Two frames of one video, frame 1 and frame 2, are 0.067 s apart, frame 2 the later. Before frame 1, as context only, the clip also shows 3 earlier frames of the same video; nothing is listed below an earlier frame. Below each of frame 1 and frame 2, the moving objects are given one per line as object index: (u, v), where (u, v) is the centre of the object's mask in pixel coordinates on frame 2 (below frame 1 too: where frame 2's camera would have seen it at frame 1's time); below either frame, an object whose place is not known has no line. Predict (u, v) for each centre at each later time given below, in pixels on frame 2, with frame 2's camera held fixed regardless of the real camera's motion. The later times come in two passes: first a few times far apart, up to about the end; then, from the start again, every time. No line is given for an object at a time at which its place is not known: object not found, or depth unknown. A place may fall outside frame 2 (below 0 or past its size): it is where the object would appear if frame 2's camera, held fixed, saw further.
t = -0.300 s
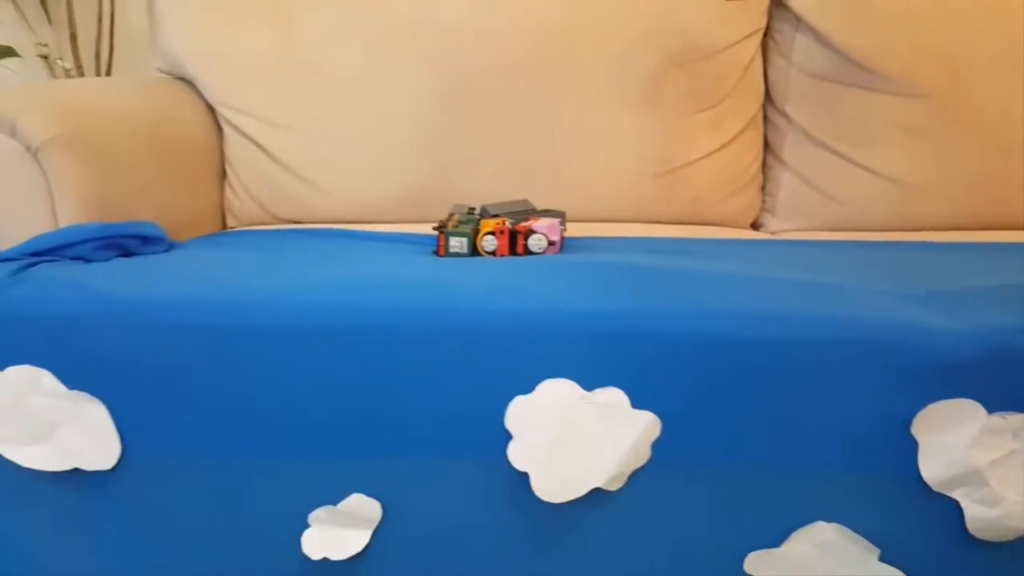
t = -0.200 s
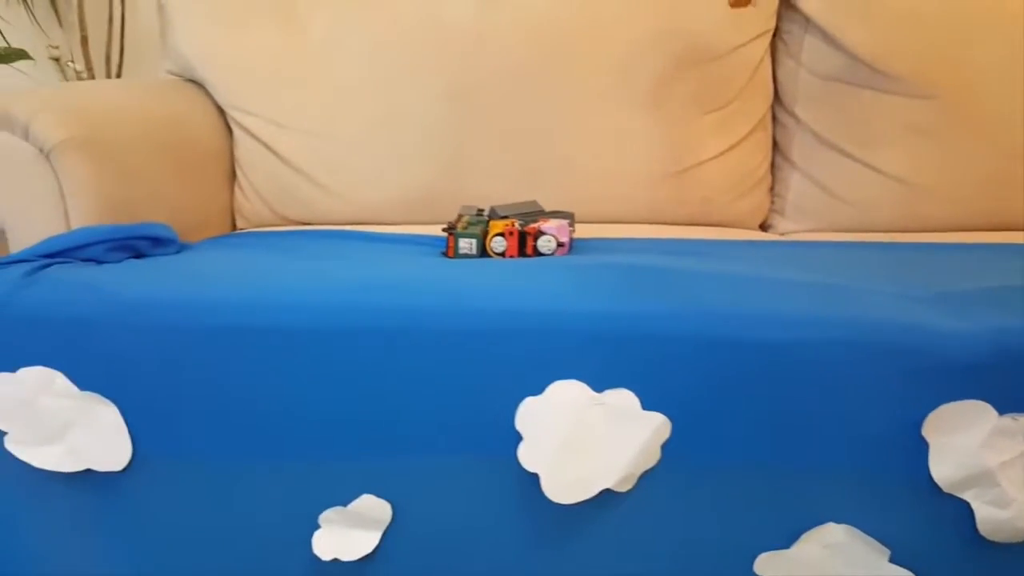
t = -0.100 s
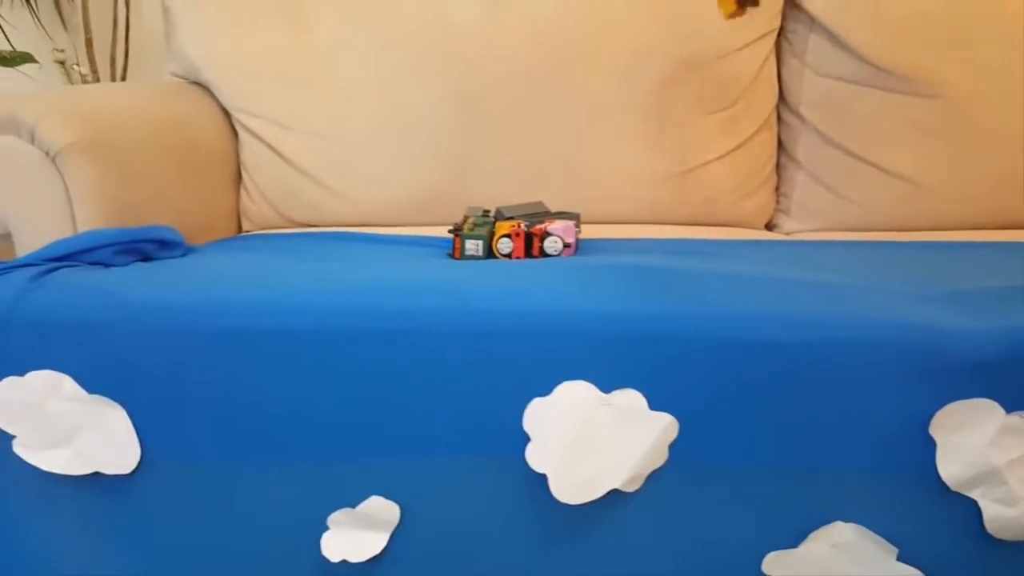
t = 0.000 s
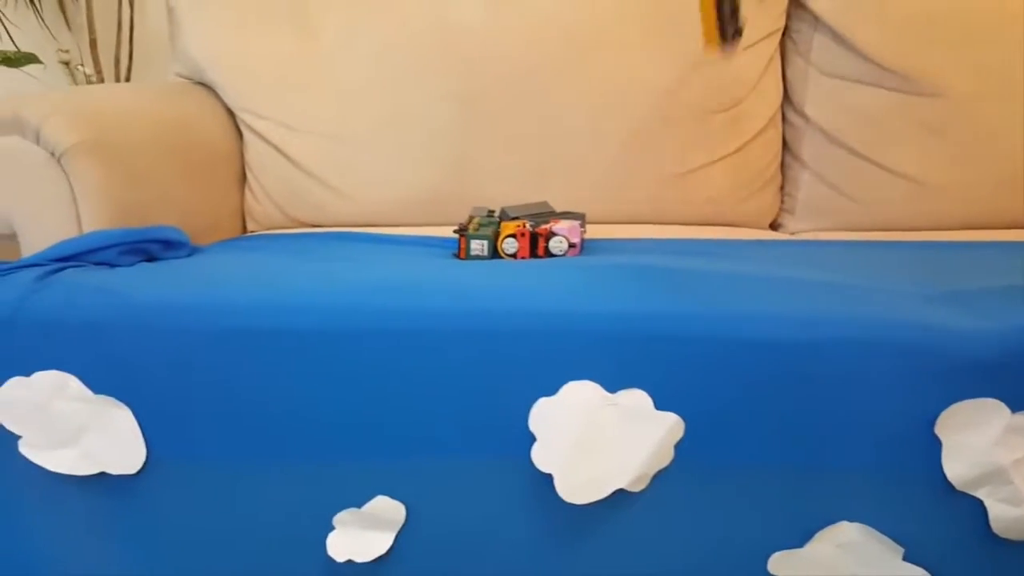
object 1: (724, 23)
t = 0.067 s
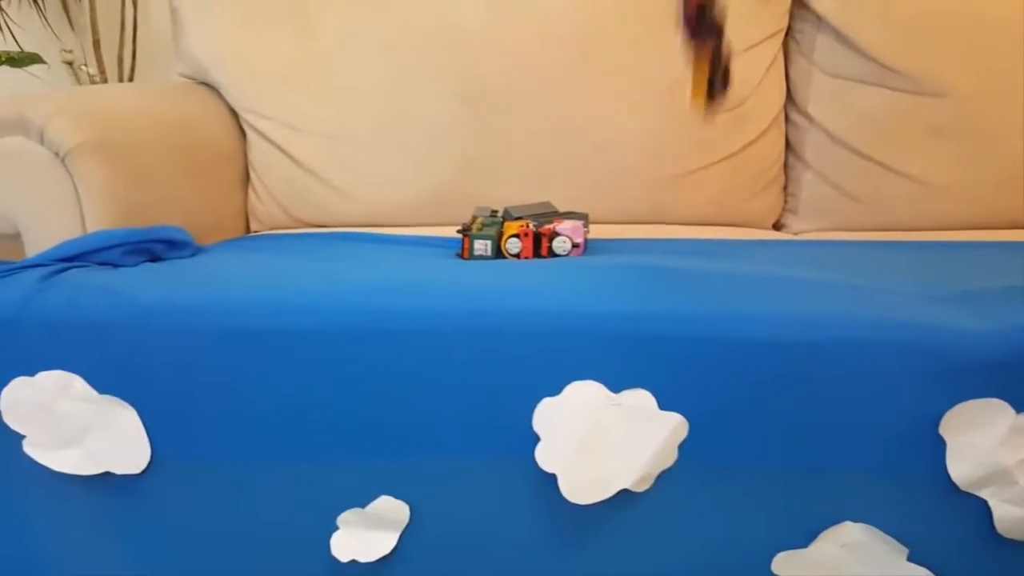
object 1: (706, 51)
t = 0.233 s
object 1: (680, 214)
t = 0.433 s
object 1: (714, 240)
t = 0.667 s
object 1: (733, 254)
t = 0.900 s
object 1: (732, 254)
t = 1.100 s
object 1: (732, 254)
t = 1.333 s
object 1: (732, 254)
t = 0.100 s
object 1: (697, 85)
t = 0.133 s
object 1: (686, 145)
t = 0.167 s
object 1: (674, 212)
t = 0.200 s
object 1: (676, 231)
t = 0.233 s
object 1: (680, 214)
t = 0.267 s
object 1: (683, 205)
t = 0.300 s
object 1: (687, 203)
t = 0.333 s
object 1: (693, 206)
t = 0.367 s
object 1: (699, 217)
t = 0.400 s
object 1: (706, 228)
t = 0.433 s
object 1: (714, 240)
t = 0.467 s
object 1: (719, 247)
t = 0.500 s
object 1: (723, 246)
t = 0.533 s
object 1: (728, 248)
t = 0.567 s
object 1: (731, 253)
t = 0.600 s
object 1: (732, 254)
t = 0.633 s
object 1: (733, 254)
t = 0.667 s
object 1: (733, 254)
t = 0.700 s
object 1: (733, 254)
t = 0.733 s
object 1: (733, 254)
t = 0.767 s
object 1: (733, 254)
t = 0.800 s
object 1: (733, 254)
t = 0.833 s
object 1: (733, 254)
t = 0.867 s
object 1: (732, 254)
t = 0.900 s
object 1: (732, 254)
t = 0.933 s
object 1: (732, 254)
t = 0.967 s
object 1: (732, 254)
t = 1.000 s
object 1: (732, 254)
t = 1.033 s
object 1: (732, 254)
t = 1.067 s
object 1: (732, 254)
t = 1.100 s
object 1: (732, 254)
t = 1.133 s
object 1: (732, 254)
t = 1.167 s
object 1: (732, 254)
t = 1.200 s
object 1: (732, 254)
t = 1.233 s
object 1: (732, 253)
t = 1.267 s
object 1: (732, 254)
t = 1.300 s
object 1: (732, 254)
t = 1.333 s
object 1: (732, 254)
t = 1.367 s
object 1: (732, 254)
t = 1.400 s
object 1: (732, 254)
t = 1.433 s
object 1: (732, 254)
